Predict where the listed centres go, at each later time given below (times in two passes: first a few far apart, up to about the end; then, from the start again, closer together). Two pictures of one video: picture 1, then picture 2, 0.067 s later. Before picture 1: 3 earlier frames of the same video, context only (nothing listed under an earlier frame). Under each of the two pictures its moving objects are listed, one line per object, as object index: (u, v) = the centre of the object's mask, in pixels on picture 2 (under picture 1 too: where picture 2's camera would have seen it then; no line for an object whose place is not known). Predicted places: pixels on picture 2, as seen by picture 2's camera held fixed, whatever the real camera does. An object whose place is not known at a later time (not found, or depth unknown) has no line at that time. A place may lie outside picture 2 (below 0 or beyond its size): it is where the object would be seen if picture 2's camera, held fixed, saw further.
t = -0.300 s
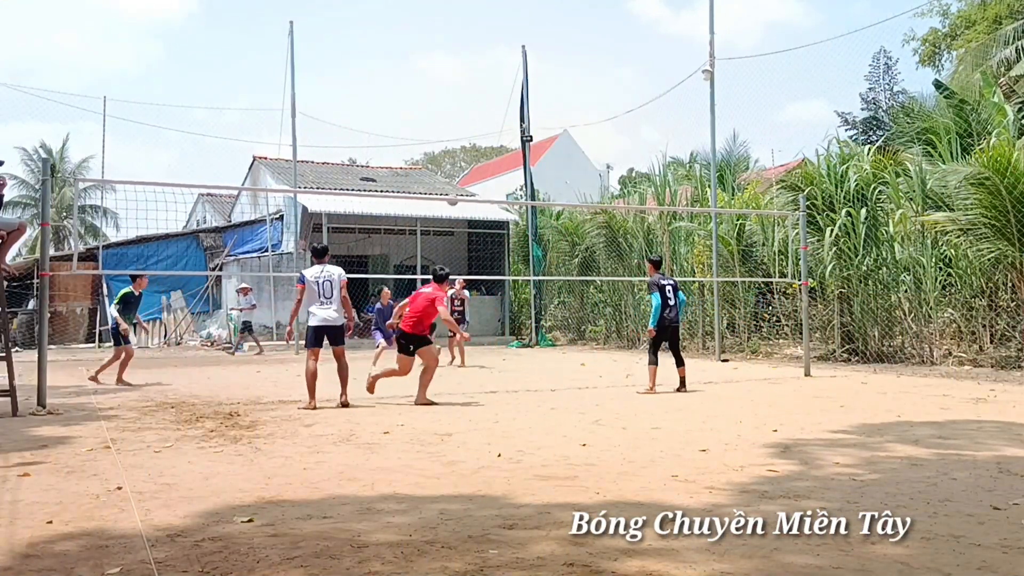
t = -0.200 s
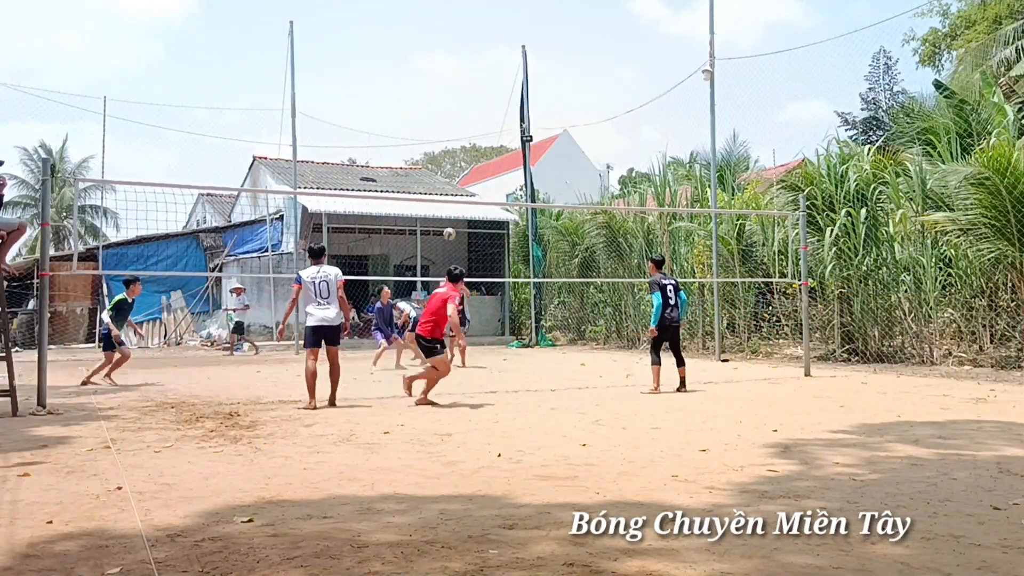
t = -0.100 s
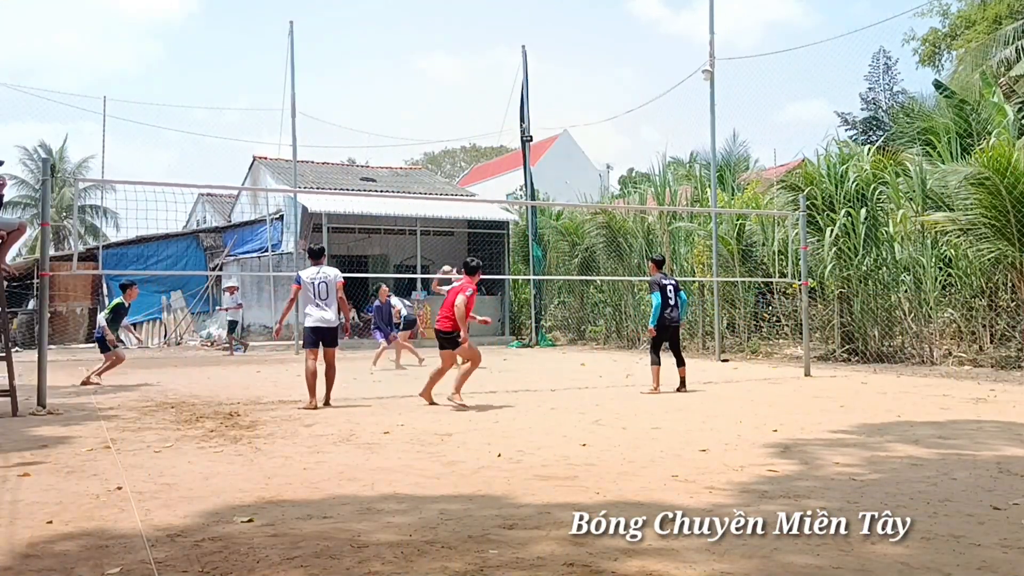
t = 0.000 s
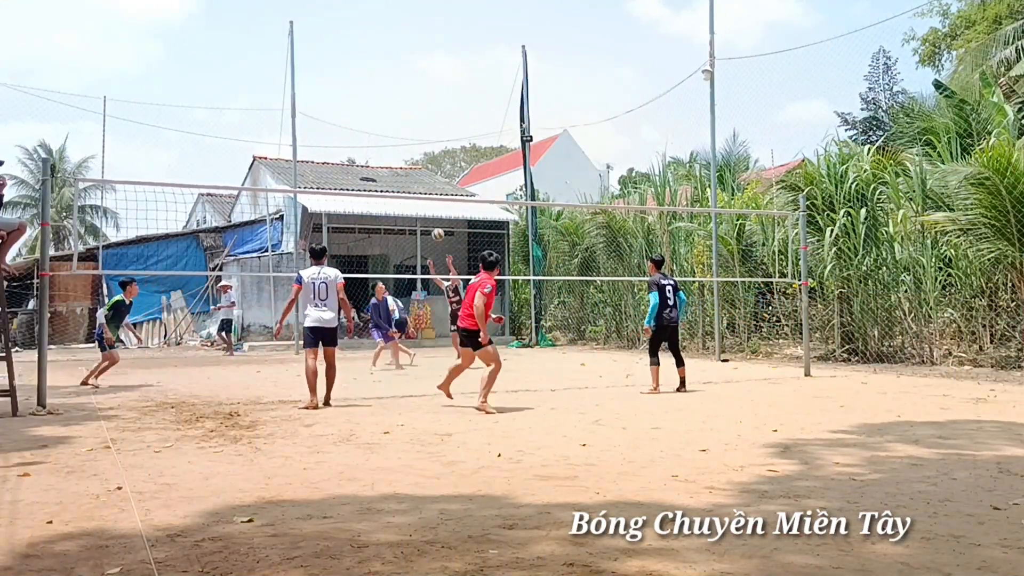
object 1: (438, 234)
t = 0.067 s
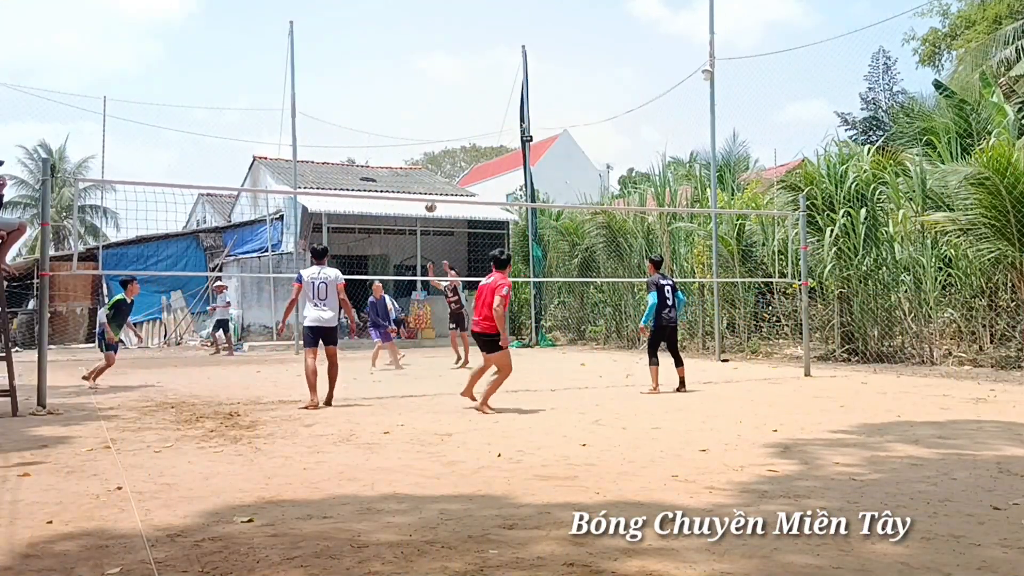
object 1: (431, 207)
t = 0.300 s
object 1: (405, 127)
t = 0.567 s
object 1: (373, 71)
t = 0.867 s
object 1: (338, 55)
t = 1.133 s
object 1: (306, 92)
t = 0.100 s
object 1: (427, 193)
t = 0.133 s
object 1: (423, 181)
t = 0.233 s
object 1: (412, 147)
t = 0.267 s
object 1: (408, 137)
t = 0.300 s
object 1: (405, 127)
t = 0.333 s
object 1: (401, 118)
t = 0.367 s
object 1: (397, 110)
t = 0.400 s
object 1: (393, 101)
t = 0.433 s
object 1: (389, 94)
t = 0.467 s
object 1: (385, 87)
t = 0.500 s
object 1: (381, 81)
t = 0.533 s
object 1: (377, 75)
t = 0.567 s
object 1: (373, 71)
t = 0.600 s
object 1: (370, 66)
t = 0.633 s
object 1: (366, 62)
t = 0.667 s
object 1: (362, 59)
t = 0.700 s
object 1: (358, 57)
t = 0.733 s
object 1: (354, 56)
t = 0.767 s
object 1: (350, 54)
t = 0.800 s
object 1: (346, 54)
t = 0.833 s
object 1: (342, 55)
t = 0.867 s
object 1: (338, 55)
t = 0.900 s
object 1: (334, 58)
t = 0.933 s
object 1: (331, 60)
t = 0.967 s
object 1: (327, 64)
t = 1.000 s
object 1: (322, 68)
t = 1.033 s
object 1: (318, 73)
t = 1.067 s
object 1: (314, 78)
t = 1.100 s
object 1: (310, 84)
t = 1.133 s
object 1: (306, 92)
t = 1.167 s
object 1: (302, 100)
